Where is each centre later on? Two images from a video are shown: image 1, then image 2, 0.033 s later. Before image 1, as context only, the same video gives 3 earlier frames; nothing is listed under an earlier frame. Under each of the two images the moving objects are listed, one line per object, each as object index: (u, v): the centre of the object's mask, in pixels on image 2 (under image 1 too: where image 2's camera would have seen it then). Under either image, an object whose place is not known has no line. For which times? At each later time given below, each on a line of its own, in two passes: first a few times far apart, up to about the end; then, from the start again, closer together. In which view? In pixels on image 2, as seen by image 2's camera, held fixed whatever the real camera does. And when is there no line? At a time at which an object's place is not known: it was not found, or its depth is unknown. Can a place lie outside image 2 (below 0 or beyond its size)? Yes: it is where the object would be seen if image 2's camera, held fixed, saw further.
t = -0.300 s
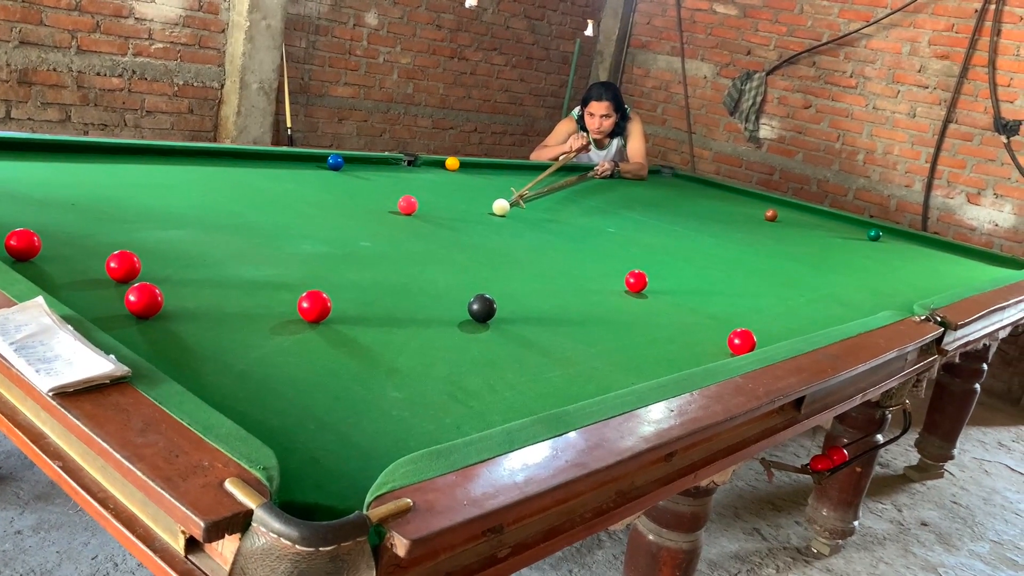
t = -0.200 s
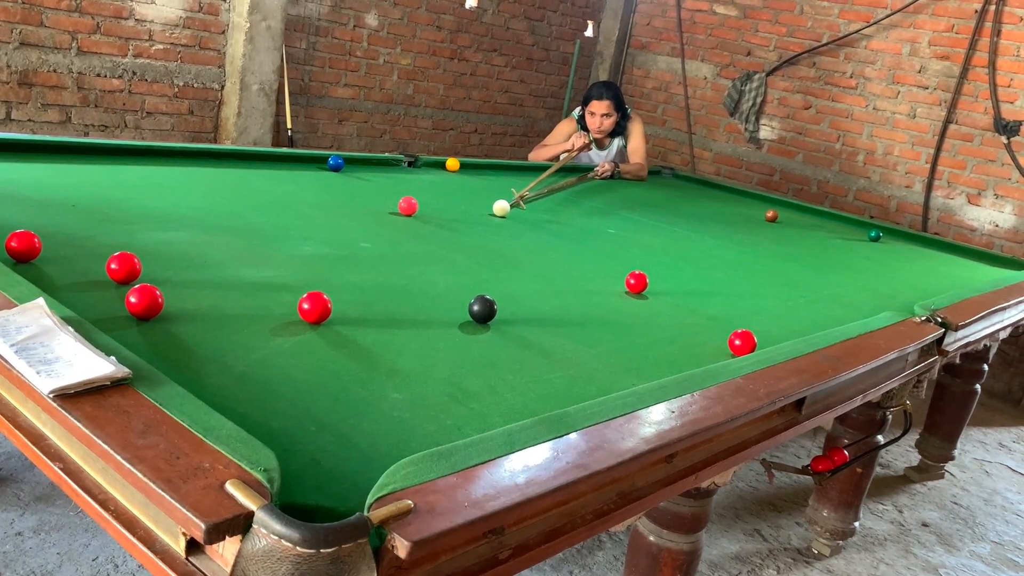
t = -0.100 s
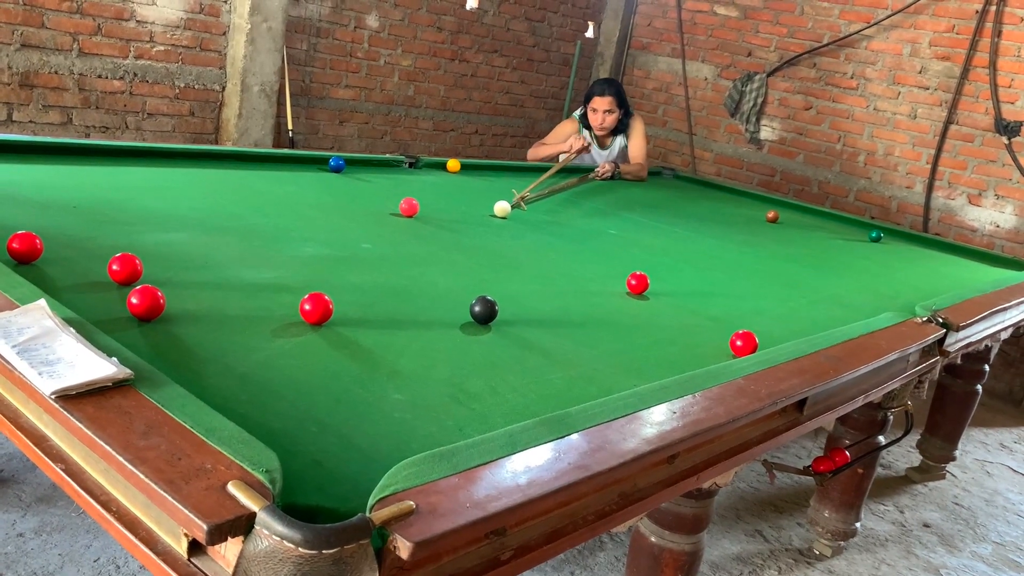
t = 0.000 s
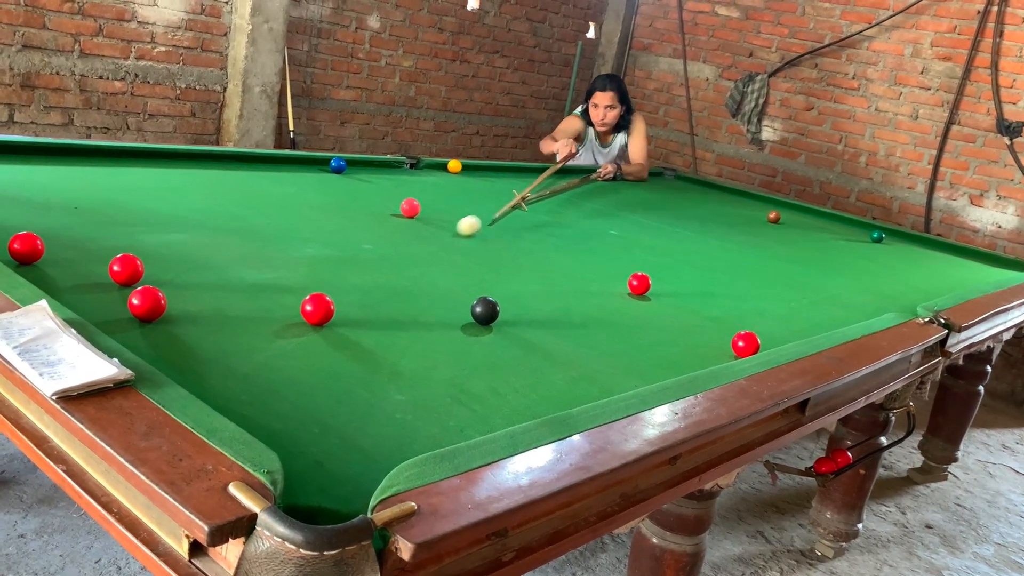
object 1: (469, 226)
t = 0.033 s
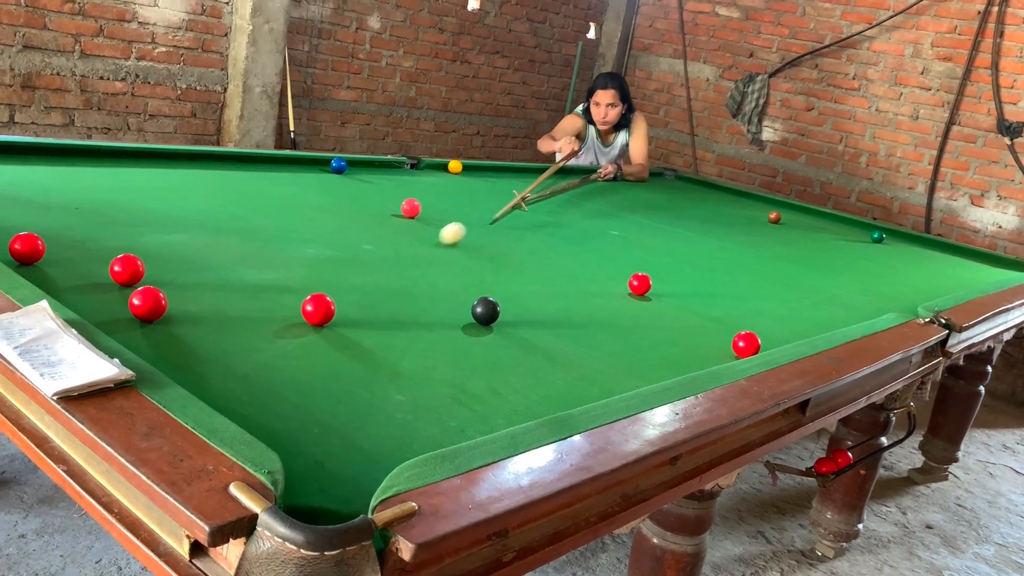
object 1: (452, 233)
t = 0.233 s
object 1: (294, 295)
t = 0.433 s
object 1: (81, 286)
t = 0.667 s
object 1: (175, 280)
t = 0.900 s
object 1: (293, 283)
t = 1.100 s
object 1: (378, 285)
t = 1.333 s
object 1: (462, 286)
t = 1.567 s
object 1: (532, 288)
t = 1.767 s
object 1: (584, 288)
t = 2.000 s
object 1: (637, 290)
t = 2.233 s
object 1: (686, 295)
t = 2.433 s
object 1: (725, 300)
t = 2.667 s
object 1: (766, 305)
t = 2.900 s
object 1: (802, 309)
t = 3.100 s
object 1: (829, 312)
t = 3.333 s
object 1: (857, 314)
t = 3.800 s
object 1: (868, 310)
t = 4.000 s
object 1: (866, 307)
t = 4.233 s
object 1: (864, 304)
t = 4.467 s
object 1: (863, 302)
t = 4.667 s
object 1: (862, 301)
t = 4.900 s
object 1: (861, 299)
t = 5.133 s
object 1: (860, 299)
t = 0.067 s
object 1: (433, 242)
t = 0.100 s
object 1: (411, 253)
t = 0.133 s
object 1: (387, 265)
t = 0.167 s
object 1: (359, 278)
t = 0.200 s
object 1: (332, 289)
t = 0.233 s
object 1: (294, 295)
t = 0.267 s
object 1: (262, 293)
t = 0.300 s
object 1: (227, 291)
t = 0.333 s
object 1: (192, 289)
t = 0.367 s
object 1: (158, 283)
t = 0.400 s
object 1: (118, 285)
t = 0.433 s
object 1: (81, 286)
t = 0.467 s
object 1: (49, 283)
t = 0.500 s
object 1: (71, 283)
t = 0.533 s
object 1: (95, 281)
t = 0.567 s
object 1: (117, 280)
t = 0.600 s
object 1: (136, 278)
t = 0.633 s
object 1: (156, 278)
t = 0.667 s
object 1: (175, 280)
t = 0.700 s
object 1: (193, 281)
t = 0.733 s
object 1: (210, 282)
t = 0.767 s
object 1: (228, 282)
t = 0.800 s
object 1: (245, 282)
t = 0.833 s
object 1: (261, 283)
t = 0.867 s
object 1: (277, 283)
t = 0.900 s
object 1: (293, 283)
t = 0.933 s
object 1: (308, 283)
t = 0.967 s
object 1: (323, 284)
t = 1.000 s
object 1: (338, 284)
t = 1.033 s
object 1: (352, 284)
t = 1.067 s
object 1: (365, 284)
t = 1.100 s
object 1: (378, 285)
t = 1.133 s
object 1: (391, 285)
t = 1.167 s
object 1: (403, 285)
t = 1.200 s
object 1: (416, 285)
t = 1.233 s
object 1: (428, 286)
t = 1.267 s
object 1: (440, 286)
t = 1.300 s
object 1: (451, 286)
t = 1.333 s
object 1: (462, 286)
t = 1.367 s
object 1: (473, 286)
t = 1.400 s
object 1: (483, 286)
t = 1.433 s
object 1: (494, 286)
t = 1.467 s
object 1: (504, 287)
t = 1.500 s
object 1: (513, 287)
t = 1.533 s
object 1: (523, 287)
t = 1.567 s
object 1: (532, 288)
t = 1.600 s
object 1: (542, 288)
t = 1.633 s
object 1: (550, 288)
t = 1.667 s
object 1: (559, 288)
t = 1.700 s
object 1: (568, 288)
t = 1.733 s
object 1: (576, 288)
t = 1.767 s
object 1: (584, 288)
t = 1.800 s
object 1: (592, 288)
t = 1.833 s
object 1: (600, 289)
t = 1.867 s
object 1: (608, 289)
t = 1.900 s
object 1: (615, 289)
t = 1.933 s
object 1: (623, 289)
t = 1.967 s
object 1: (630, 289)
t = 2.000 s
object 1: (637, 290)
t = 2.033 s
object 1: (645, 289)
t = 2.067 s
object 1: (652, 290)
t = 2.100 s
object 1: (659, 291)
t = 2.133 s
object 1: (666, 292)
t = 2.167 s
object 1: (673, 293)
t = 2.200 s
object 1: (680, 294)
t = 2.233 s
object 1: (686, 295)
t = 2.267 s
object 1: (693, 296)
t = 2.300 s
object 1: (700, 296)
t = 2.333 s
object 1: (706, 298)
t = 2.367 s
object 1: (713, 298)
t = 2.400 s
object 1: (719, 299)
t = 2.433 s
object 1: (725, 300)
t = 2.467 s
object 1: (731, 301)
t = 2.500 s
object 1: (737, 301)
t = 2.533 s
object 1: (743, 302)
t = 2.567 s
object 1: (749, 303)
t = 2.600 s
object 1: (755, 304)
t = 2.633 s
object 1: (761, 304)
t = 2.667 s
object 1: (766, 305)
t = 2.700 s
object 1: (772, 306)
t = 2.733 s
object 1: (777, 306)
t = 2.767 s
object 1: (782, 307)
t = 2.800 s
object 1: (788, 307)
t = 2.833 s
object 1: (792, 308)
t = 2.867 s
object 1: (797, 308)
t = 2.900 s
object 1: (802, 309)
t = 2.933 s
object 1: (807, 310)
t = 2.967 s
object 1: (812, 310)
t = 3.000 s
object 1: (816, 311)
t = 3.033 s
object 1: (821, 311)
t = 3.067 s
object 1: (825, 312)
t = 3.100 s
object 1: (829, 312)
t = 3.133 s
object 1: (833, 313)
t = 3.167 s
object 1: (837, 313)
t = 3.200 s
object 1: (841, 313)
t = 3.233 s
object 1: (846, 314)
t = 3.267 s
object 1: (849, 314)
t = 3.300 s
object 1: (853, 315)
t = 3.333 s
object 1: (857, 314)
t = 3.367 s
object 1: (860, 315)
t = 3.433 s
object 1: (867, 314)
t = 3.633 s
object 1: (869, 312)
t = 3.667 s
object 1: (869, 312)
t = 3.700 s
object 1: (869, 312)
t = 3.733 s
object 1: (868, 311)
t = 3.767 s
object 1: (868, 311)
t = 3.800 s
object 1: (868, 310)
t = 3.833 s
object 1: (868, 310)
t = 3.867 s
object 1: (867, 310)
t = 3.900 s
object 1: (867, 309)
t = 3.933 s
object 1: (867, 309)
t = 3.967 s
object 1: (866, 308)
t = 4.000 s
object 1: (866, 307)
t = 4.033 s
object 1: (866, 307)
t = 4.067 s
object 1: (865, 307)
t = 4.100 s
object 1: (865, 306)
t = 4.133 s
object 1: (865, 306)
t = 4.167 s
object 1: (865, 305)
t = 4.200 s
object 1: (864, 305)
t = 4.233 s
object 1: (864, 304)
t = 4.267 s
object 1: (864, 304)
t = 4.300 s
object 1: (864, 304)
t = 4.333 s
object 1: (863, 303)
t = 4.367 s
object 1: (863, 303)
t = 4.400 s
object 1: (863, 303)
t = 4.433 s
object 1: (863, 302)
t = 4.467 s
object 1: (863, 302)
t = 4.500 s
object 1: (862, 302)
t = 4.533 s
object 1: (862, 301)
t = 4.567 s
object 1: (862, 301)
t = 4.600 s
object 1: (862, 301)
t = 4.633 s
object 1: (862, 301)
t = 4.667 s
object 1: (862, 301)
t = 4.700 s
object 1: (862, 300)
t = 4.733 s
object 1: (862, 300)
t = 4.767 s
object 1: (862, 300)
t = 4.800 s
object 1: (862, 300)
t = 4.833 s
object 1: (861, 300)
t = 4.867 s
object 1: (861, 300)
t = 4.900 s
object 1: (861, 299)
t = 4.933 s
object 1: (861, 299)
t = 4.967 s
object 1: (861, 299)
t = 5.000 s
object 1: (861, 299)
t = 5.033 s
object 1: (861, 299)
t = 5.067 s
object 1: (861, 299)
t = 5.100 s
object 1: (861, 299)
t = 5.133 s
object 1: (860, 299)
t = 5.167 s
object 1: (861, 299)
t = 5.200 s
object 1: (861, 299)
